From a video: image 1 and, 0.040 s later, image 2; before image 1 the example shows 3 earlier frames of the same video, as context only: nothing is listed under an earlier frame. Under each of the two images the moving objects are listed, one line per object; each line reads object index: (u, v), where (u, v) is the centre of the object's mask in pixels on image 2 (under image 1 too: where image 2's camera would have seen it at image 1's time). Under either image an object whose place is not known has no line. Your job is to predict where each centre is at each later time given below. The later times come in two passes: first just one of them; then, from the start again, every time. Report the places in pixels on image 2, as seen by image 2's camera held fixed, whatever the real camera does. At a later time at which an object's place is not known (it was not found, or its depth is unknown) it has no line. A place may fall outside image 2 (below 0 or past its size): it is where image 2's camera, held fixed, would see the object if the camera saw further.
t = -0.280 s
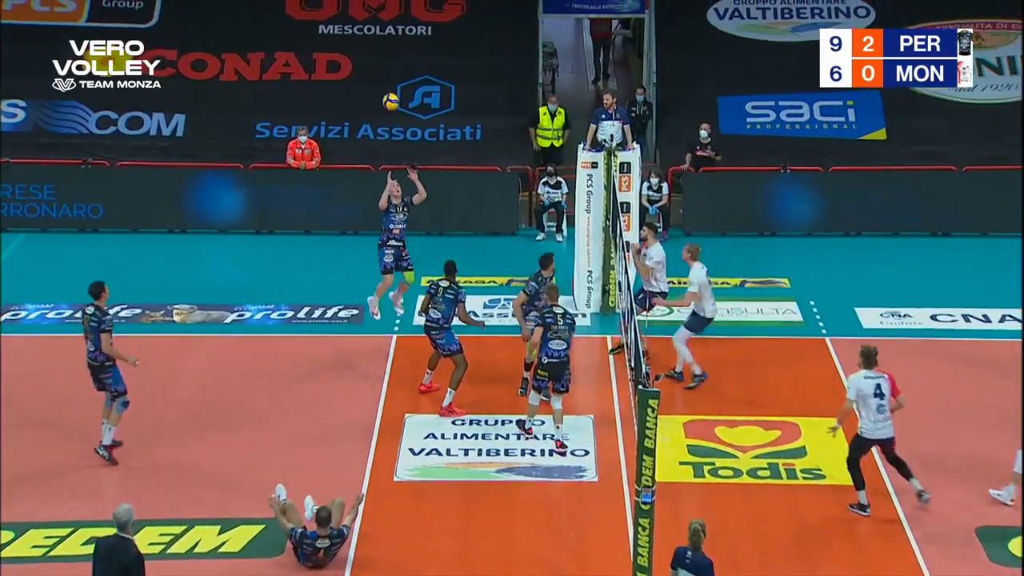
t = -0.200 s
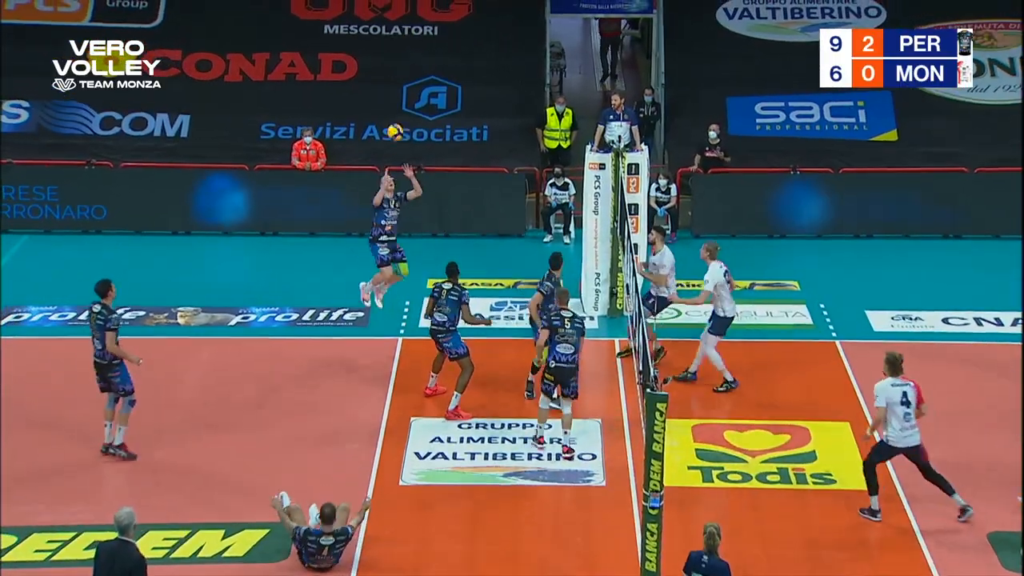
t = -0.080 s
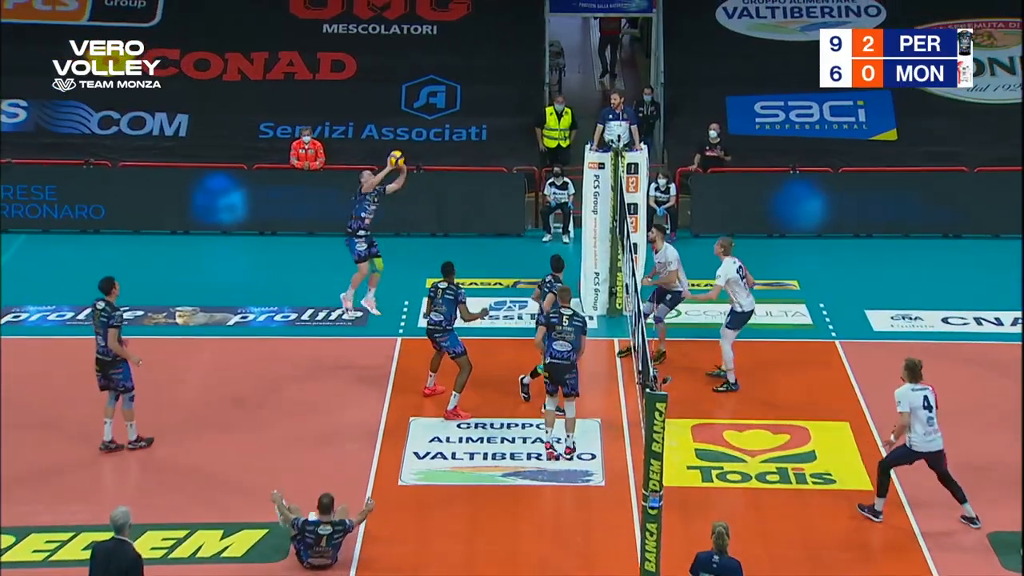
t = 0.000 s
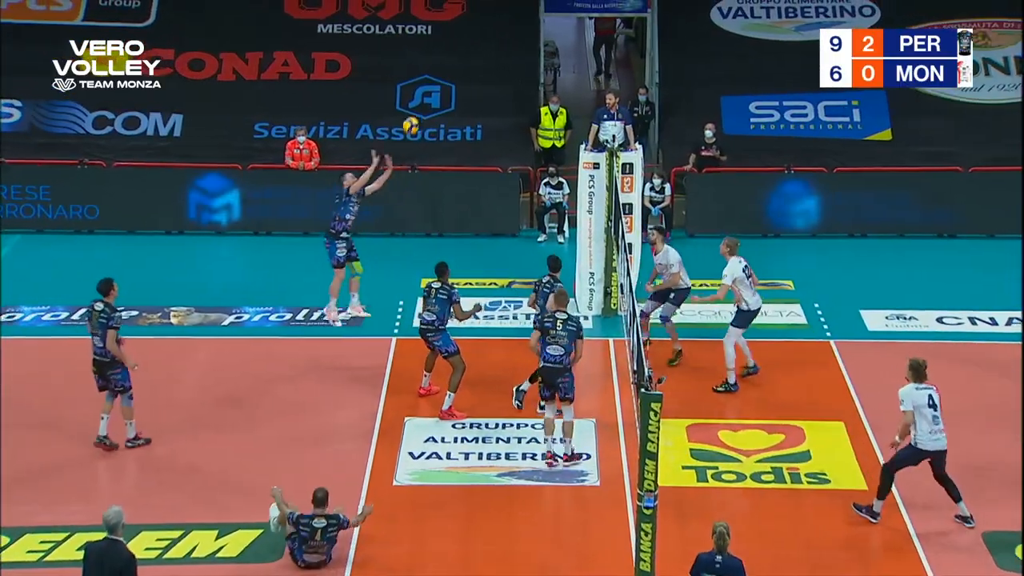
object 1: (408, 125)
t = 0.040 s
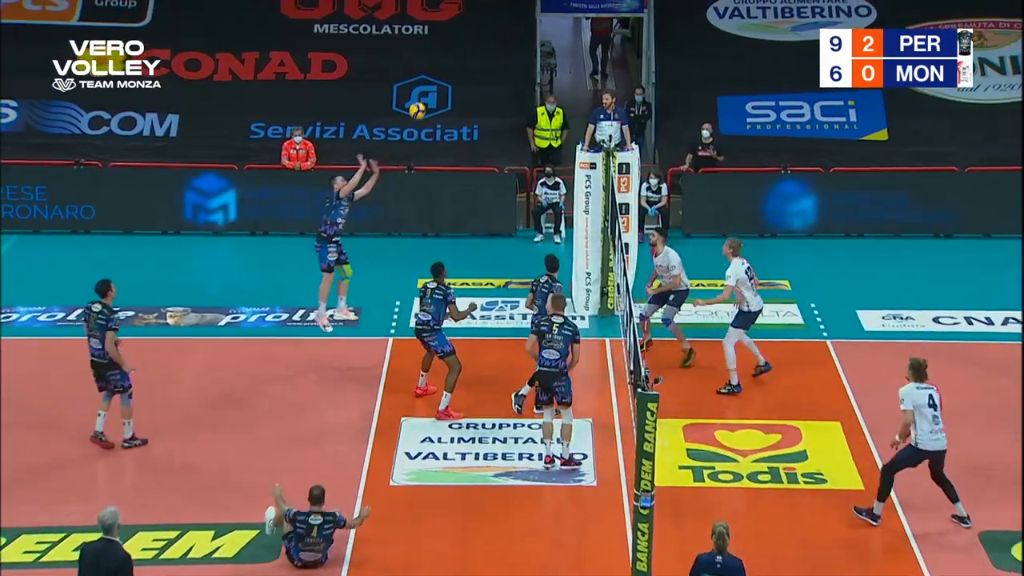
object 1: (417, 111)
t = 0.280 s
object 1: (472, 46)
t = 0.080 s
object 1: (427, 97)
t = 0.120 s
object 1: (436, 84)
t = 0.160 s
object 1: (445, 73)
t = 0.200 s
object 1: (454, 62)
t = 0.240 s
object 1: (463, 54)
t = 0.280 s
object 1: (472, 46)
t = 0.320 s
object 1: (481, 40)
